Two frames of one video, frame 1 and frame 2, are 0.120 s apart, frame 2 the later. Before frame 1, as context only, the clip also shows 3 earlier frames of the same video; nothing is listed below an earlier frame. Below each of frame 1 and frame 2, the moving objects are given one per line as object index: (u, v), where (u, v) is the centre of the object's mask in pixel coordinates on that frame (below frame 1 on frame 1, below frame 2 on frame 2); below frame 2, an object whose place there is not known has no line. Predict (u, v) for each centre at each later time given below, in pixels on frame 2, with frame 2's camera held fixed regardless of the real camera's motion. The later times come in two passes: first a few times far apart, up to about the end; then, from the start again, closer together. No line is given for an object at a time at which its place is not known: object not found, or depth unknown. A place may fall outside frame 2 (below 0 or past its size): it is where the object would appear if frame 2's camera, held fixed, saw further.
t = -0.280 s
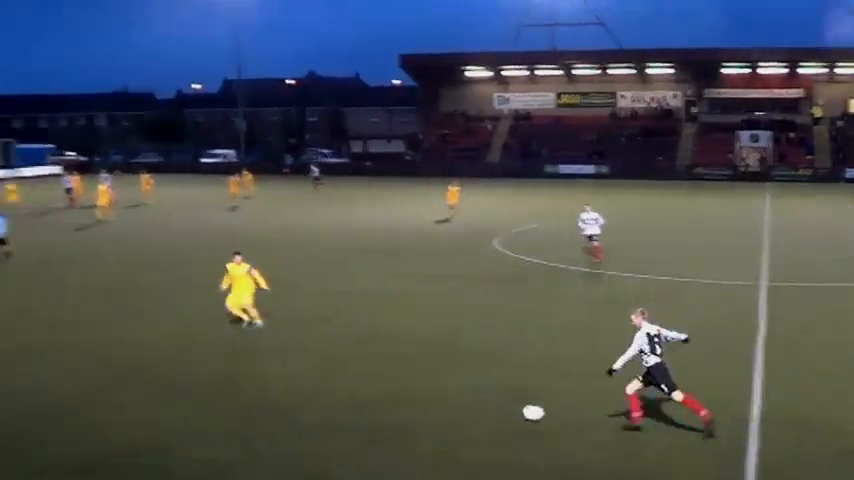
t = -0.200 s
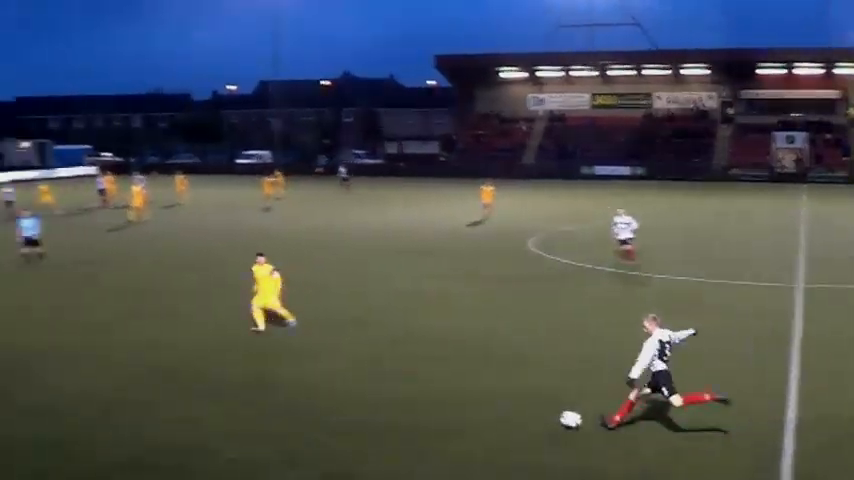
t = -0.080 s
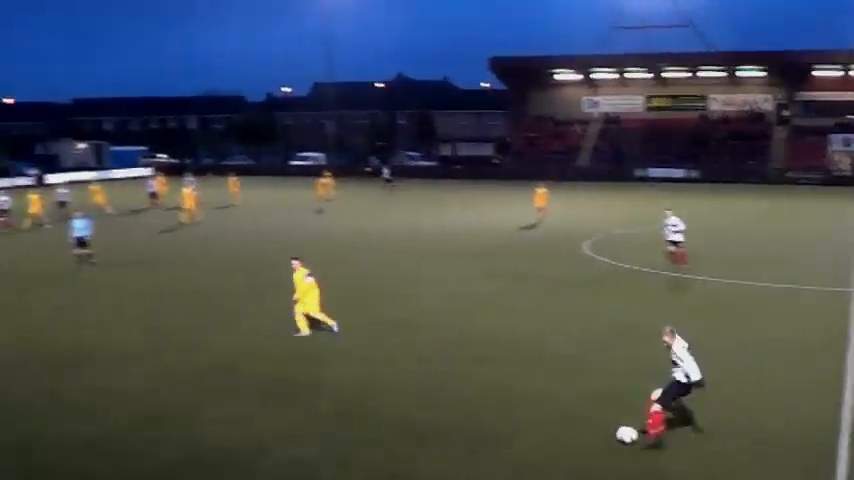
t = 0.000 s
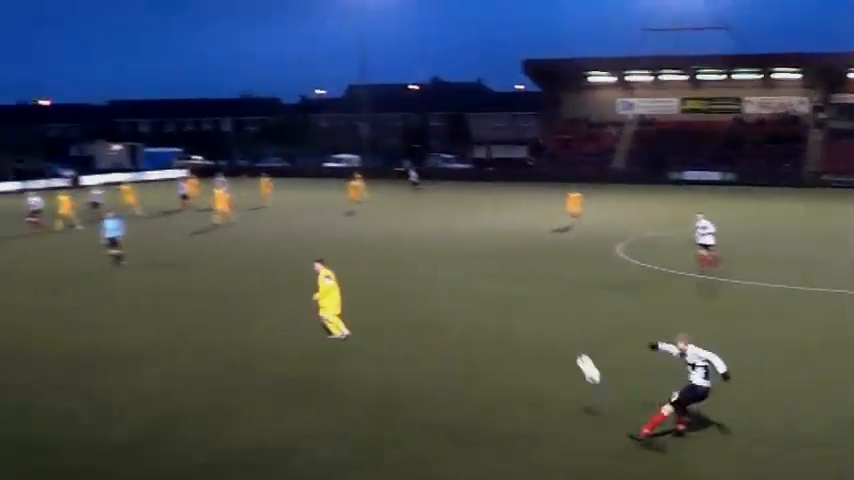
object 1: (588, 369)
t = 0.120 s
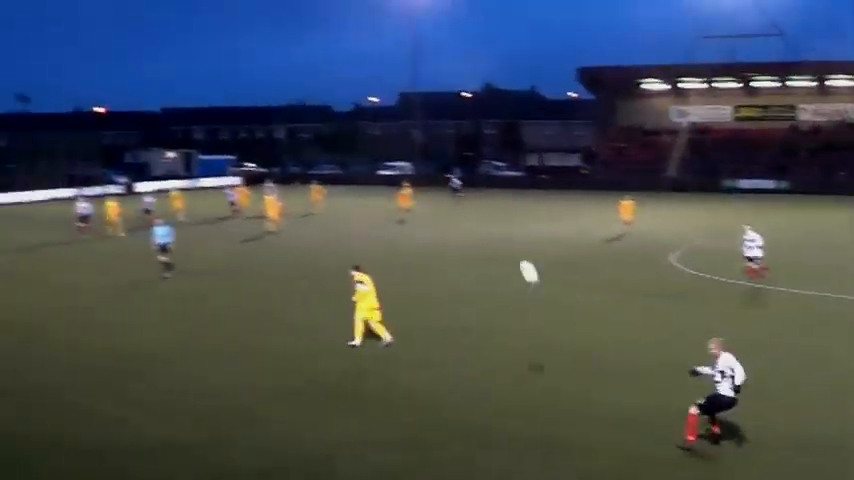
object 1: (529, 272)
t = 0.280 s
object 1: (420, 172)
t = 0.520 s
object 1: (298, 79)
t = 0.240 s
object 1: (445, 192)
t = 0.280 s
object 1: (420, 172)
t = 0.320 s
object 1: (396, 152)
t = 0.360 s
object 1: (374, 135)
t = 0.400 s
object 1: (353, 119)
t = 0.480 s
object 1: (315, 92)
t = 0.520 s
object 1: (298, 79)
